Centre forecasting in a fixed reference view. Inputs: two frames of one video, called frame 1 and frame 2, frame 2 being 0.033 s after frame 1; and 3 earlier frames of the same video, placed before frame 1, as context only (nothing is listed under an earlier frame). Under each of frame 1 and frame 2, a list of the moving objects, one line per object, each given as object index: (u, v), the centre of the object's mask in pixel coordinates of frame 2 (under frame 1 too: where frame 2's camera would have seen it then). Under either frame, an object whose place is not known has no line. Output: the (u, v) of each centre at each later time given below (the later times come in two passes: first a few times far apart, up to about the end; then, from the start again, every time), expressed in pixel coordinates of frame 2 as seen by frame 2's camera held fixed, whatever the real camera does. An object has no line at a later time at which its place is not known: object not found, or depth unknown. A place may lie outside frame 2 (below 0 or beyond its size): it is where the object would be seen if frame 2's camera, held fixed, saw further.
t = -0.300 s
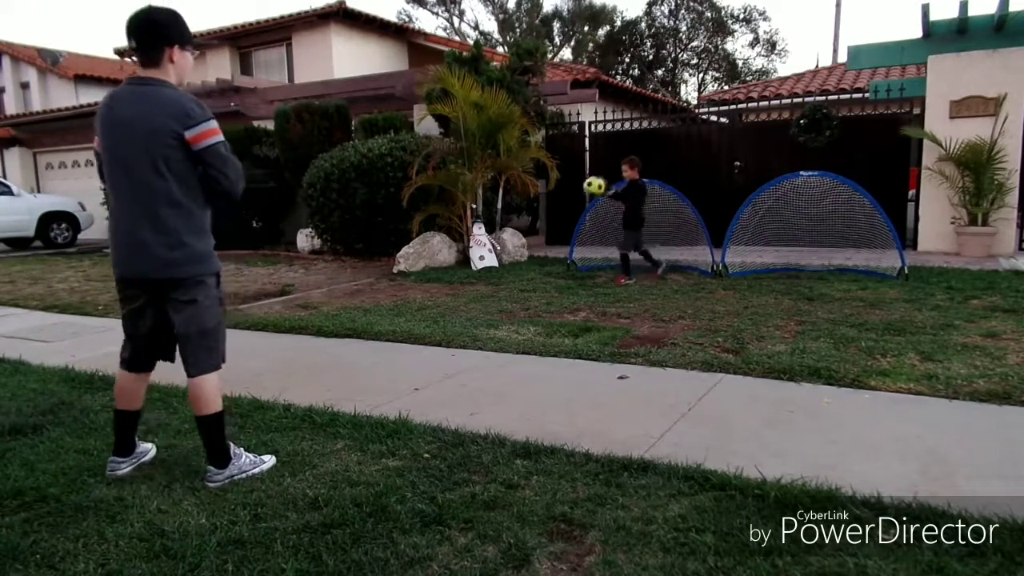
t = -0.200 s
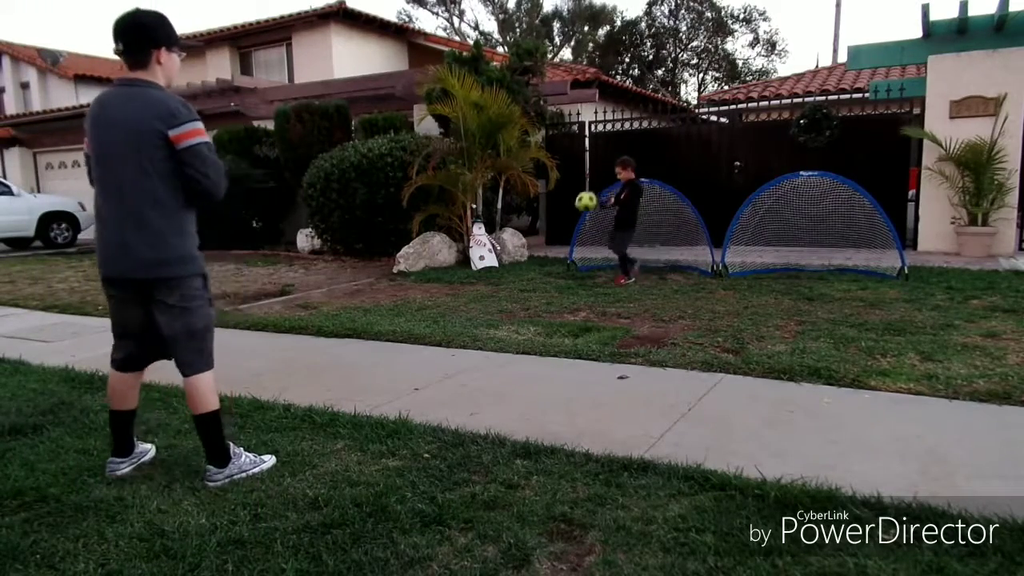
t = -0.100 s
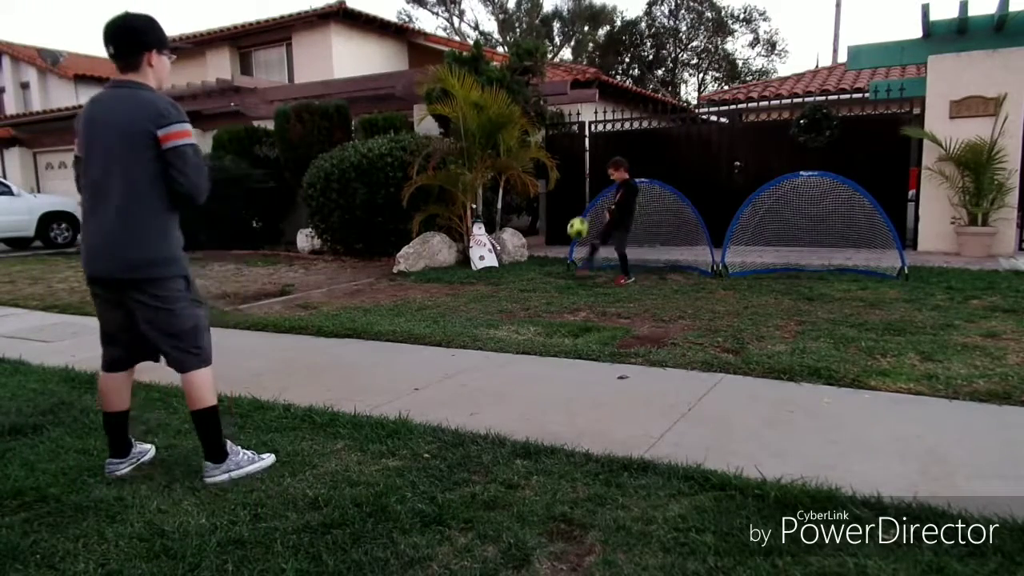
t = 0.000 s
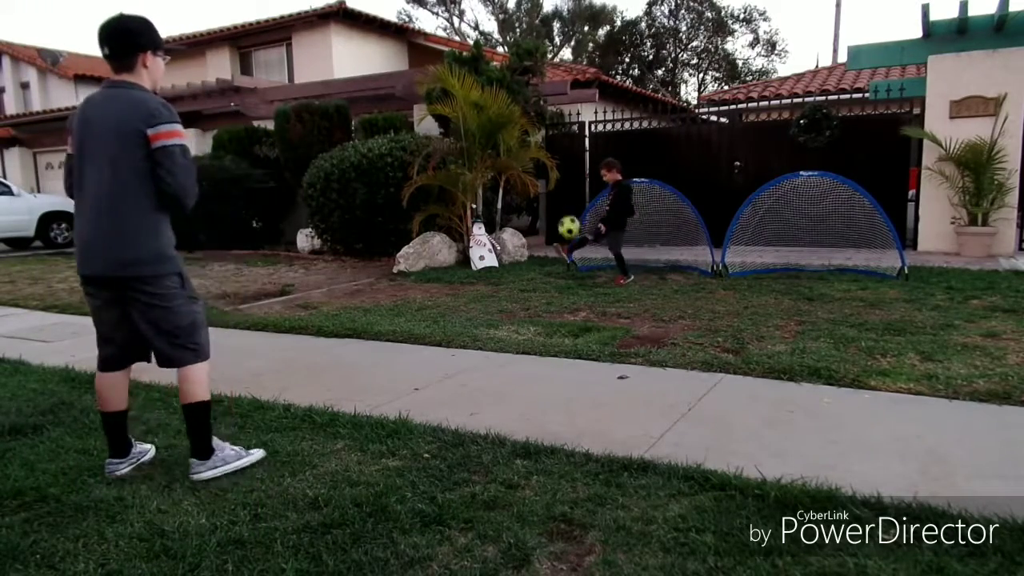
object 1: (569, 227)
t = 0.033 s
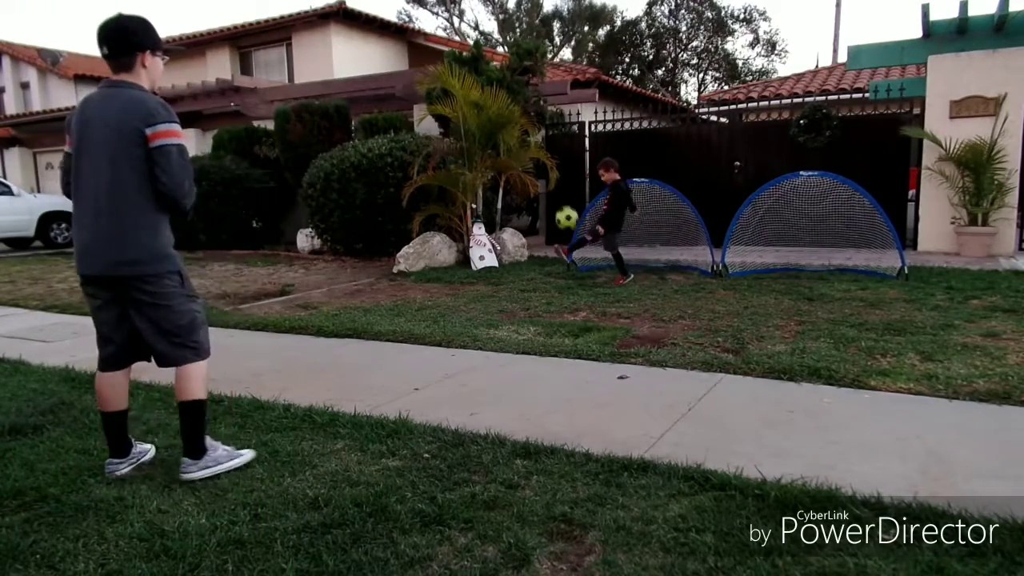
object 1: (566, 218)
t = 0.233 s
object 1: (548, 184)
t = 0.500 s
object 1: (516, 220)
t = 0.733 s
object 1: (475, 326)
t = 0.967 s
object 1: (399, 340)
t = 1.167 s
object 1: (304, 404)
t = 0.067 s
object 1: (564, 210)
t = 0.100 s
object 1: (561, 202)
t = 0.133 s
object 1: (558, 195)
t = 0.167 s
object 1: (555, 190)
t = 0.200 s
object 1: (552, 186)
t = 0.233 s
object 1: (548, 184)
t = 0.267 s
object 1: (545, 183)
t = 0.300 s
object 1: (541, 184)
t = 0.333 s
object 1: (537, 185)
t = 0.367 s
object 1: (533, 188)
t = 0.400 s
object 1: (529, 194)
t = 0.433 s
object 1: (525, 201)
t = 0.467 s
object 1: (521, 209)
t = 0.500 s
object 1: (516, 220)
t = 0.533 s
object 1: (512, 233)
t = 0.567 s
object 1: (507, 251)
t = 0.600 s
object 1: (502, 268)
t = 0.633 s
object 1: (496, 287)
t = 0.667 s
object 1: (491, 310)
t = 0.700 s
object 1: (483, 331)
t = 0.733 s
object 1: (475, 326)
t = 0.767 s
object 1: (466, 322)
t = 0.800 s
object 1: (456, 319)
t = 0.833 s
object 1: (445, 319)
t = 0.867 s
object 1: (435, 320)
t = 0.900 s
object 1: (423, 325)
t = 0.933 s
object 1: (411, 331)
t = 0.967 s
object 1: (399, 340)
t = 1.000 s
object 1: (386, 354)
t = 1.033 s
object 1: (370, 371)
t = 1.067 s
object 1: (356, 391)
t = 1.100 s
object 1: (338, 398)
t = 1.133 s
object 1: (322, 399)
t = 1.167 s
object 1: (304, 404)
